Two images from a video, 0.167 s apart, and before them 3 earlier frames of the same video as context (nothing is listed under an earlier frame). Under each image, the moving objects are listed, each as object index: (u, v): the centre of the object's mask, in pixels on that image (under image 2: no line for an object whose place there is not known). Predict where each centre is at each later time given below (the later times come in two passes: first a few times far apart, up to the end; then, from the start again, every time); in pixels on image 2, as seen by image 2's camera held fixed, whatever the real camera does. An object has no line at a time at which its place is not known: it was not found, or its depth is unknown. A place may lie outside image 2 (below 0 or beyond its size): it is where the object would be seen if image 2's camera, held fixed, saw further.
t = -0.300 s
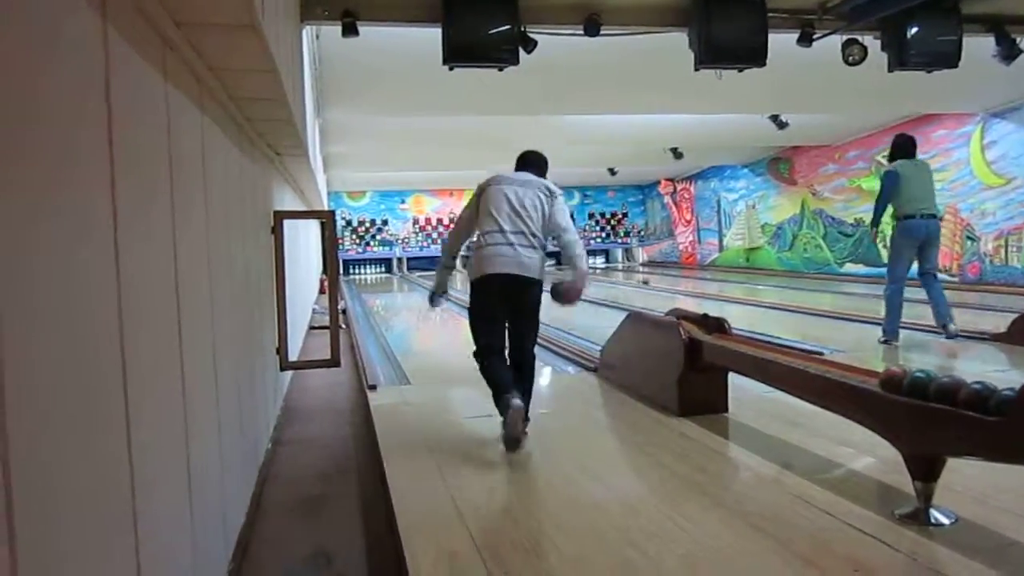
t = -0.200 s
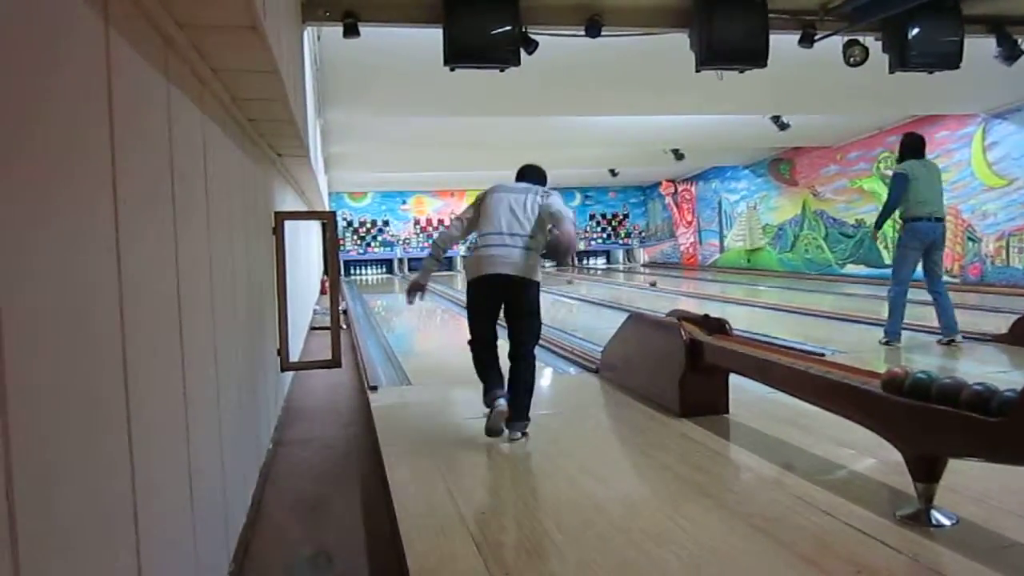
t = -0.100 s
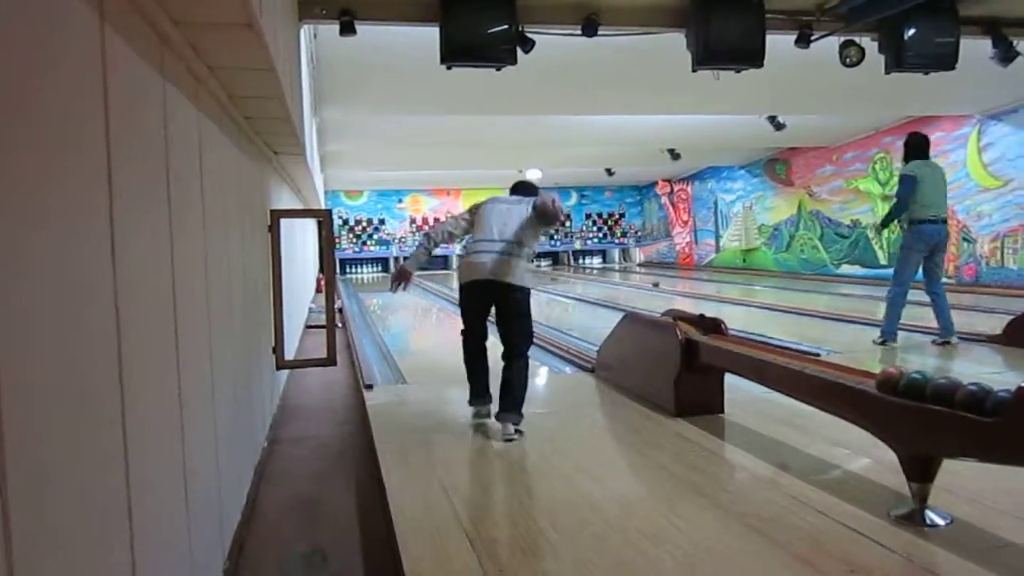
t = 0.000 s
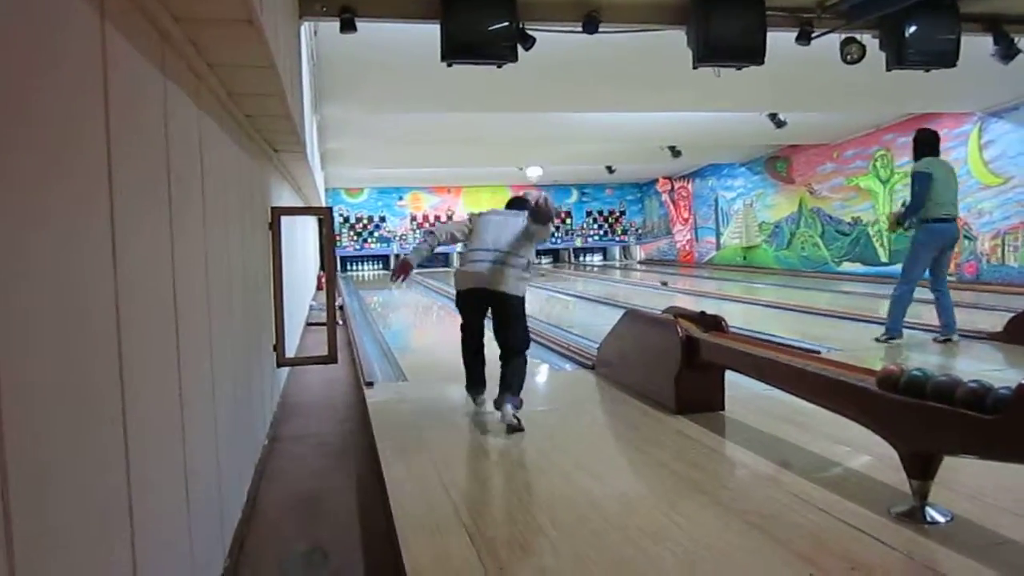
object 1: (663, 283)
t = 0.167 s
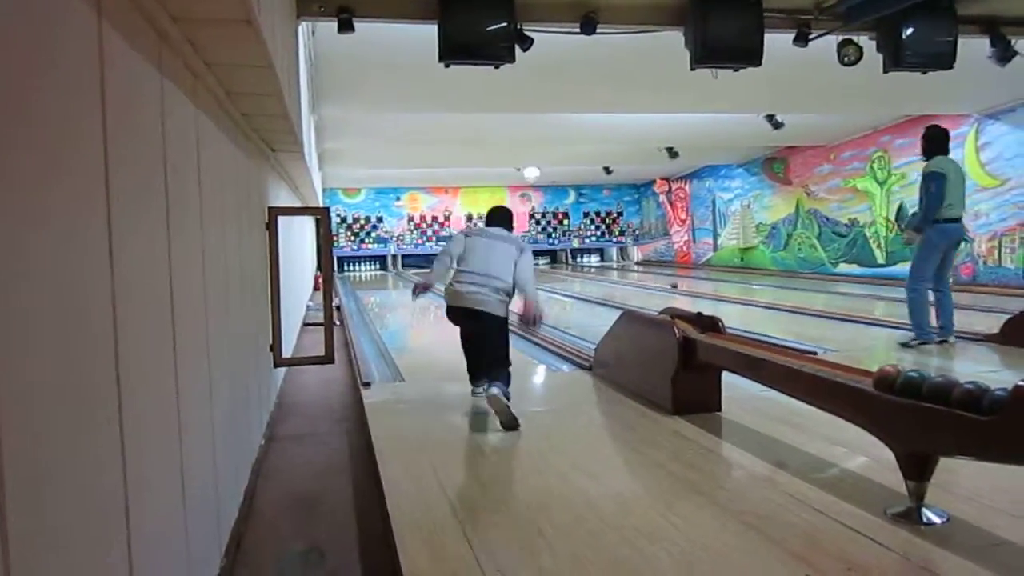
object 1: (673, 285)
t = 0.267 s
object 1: (681, 286)
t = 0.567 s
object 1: (709, 290)
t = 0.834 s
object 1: (736, 293)
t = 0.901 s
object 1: (743, 294)
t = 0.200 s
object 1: (676, 286)
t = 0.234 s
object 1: (679, 286)
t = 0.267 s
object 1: (681, 286)
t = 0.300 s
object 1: (685, 287)
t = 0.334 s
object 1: (688, 287)
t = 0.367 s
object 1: (690, 287)
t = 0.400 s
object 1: (693, 288)
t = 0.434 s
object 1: (696, 288)
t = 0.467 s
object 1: (699, 289)
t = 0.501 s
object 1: (703, 289)
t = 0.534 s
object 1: (706, 289)
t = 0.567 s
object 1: (709, 290)
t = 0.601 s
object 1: (713, 290)
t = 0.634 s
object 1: (716, 291)
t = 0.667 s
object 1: (719, 291)
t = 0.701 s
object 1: (722, 292)
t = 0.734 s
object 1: (729, 292)
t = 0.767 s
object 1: (729, 292)
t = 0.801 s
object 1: (732, 293)
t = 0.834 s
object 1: (736, 293)
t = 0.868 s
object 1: (739, 293)
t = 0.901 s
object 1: (743, 294)
